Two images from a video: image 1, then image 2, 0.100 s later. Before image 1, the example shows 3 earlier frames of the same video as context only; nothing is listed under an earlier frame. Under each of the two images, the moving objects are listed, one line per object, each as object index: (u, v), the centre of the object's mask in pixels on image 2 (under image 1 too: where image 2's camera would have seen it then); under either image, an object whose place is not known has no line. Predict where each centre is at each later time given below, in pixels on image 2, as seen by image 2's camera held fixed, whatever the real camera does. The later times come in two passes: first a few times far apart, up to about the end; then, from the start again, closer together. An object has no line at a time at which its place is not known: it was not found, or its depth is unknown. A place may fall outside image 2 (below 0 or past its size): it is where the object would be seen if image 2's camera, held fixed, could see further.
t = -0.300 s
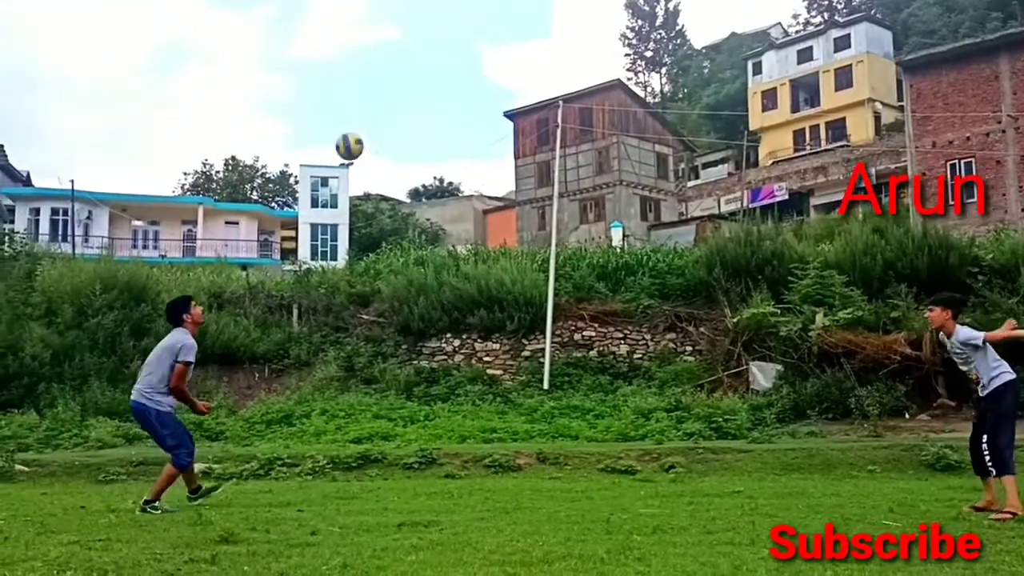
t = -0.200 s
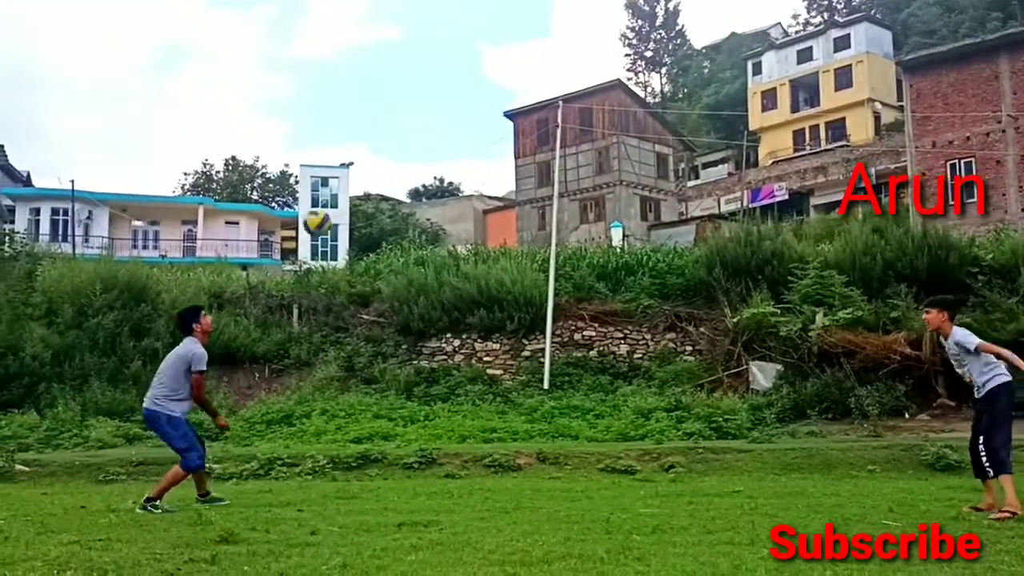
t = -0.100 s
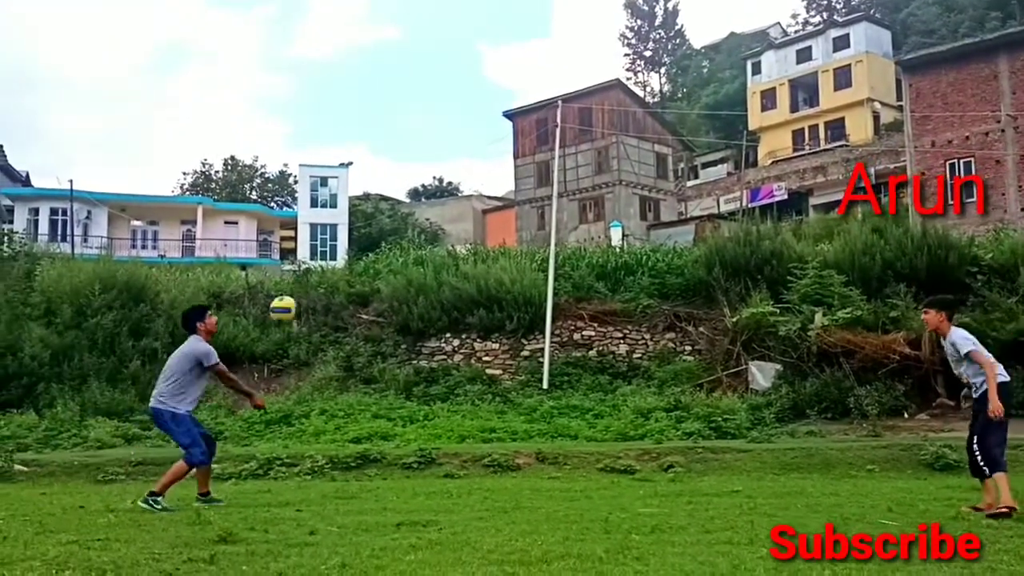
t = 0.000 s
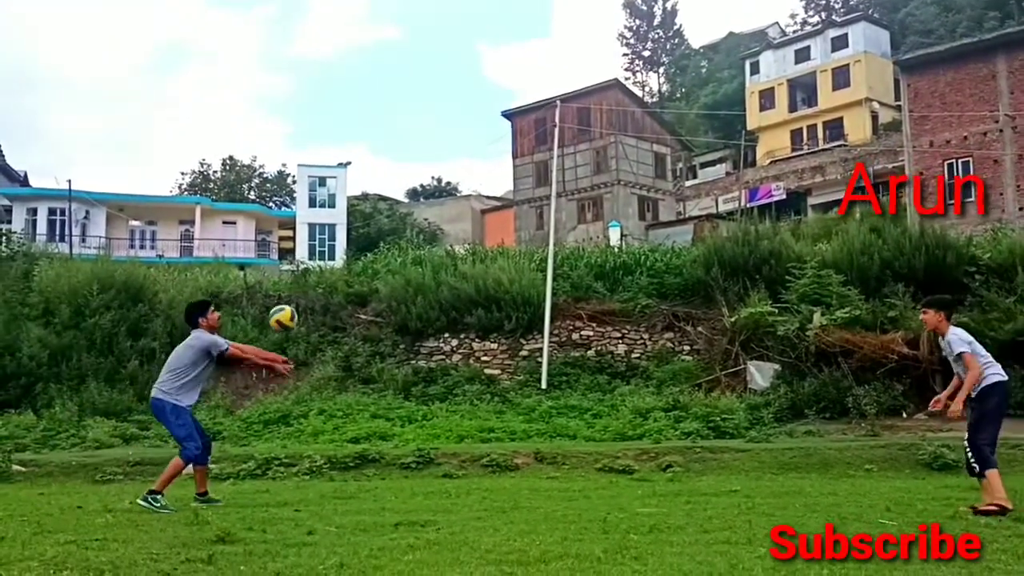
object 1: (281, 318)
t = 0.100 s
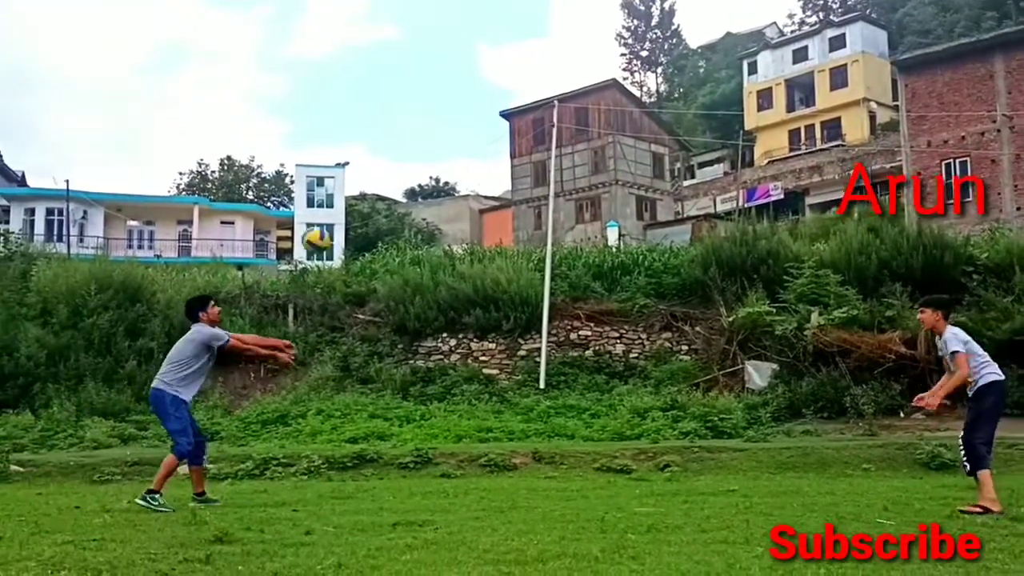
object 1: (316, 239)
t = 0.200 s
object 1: (348, 176)
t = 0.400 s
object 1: (411, 89)
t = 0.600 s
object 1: (471, 51)
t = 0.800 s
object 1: (530, 63)
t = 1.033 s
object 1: (599, 137)
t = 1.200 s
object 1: (649, 232)
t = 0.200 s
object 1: (348, 176)
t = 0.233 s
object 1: (359, 158)
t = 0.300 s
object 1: (380, 126)
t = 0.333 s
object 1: (390, 112)
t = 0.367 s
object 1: (401, 100)
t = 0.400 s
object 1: (411, 89)
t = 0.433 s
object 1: (421, 79)
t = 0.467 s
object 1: (431, 70)
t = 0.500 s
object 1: (441, 64)
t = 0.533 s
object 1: (451, 58)
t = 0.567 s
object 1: (461, 54)
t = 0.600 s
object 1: (471, 51)
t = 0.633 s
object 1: (481, 50)
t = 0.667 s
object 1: (491, 49)
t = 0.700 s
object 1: (501, 50)
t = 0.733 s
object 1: (510, 53)
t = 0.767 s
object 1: (520, 57)
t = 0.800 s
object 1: (530, 63)
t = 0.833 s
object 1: (540, 69)
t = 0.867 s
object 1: (550, 77)
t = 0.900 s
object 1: (560, 87)
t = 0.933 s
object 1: (570, 95)
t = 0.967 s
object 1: (579, 107)
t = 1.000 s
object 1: (589, 122)
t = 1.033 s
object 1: (599, 137)
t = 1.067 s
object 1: (609, 153)
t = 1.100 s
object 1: (619, 171)
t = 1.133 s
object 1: (629, 190)
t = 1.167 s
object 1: (639, 210)
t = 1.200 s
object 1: (649, 232)
